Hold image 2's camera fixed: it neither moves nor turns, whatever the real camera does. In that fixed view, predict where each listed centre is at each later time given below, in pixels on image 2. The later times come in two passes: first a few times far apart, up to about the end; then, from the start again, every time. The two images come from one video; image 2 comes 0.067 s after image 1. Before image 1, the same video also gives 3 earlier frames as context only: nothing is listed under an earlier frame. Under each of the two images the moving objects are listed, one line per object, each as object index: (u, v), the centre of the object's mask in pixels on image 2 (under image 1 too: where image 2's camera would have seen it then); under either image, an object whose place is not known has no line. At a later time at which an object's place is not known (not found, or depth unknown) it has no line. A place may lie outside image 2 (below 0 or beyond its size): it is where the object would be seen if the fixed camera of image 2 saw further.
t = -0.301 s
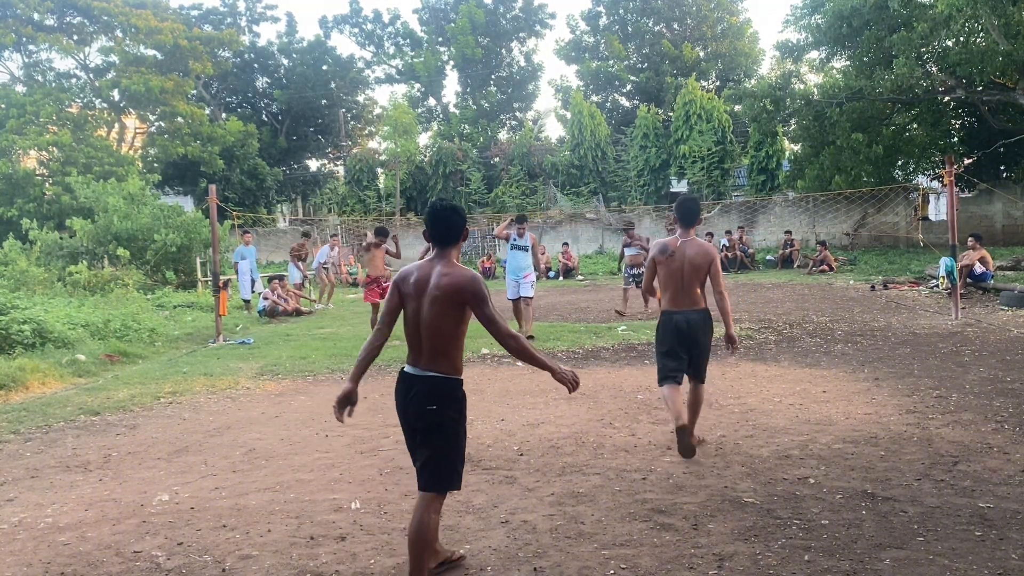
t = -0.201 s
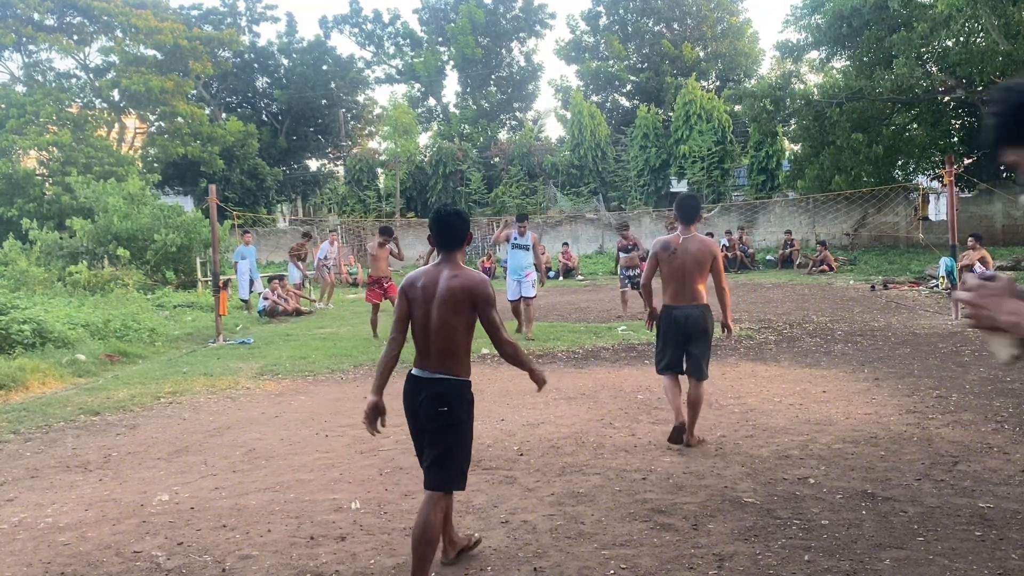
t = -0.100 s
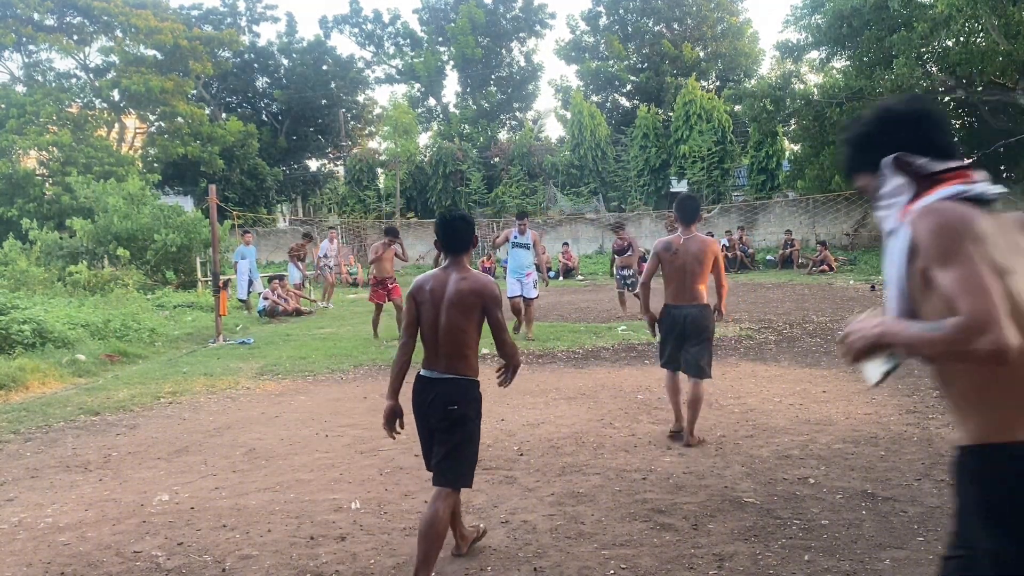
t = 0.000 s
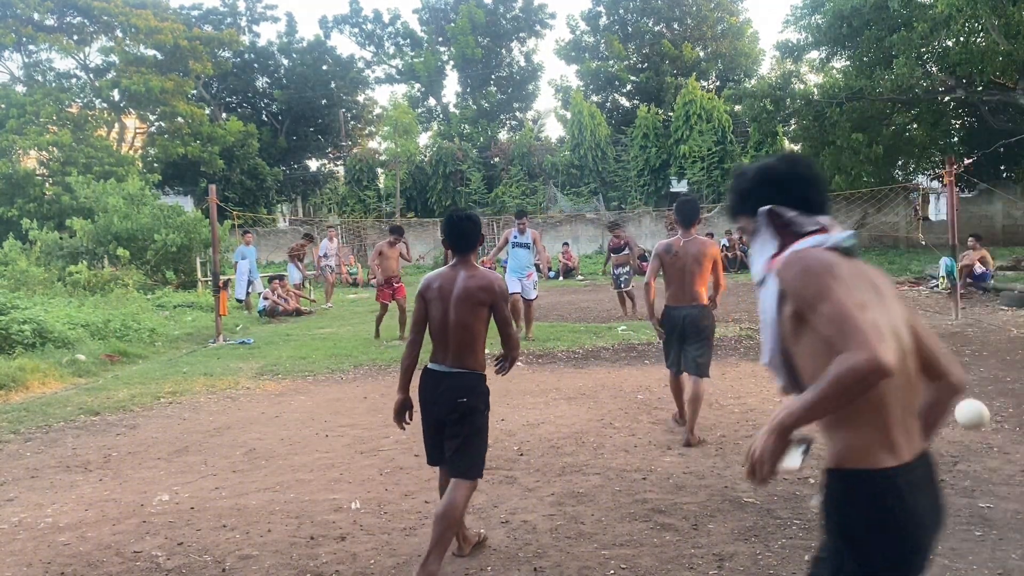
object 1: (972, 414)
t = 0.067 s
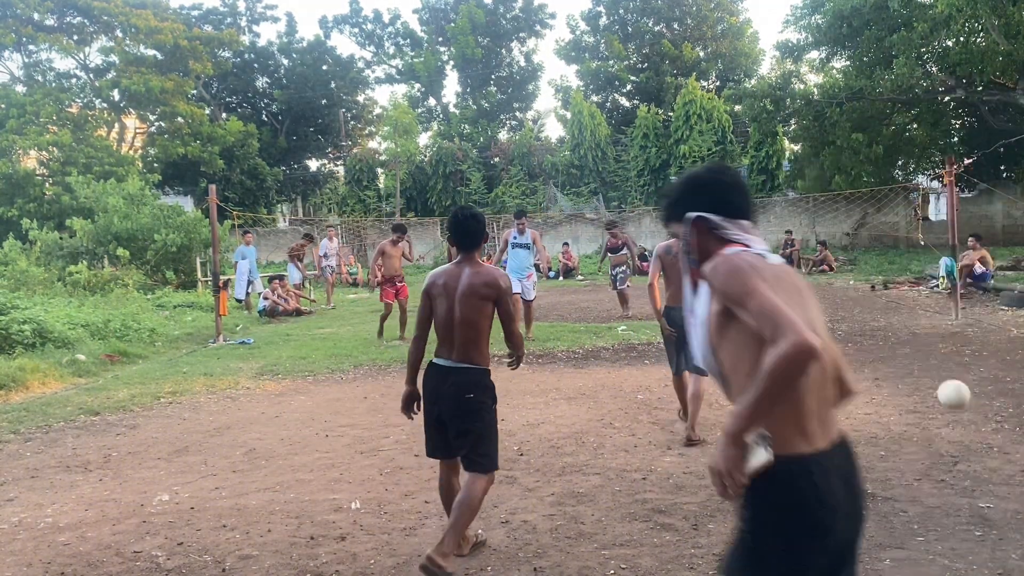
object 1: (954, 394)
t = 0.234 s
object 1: (915, 383)
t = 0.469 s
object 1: (873, 398)
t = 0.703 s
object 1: (837, 350)
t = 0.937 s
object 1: (810, 373)
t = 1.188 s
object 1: (777, 342)
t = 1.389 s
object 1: (755, 347)
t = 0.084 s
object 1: (949, 390)
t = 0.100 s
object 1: (945, 387)
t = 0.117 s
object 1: (941, 385)
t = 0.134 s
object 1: (937, 384)
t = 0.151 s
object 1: (933, 383)
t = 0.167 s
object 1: (929, 382)
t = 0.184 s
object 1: (925, 381)
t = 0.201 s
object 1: (922, 381)
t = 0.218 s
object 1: (918, 382)
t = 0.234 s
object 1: (915, 383)
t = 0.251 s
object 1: (911, 384)
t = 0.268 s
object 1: (908, 386)
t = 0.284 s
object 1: (905, 389)
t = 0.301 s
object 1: (902, 391)
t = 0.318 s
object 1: (899, 394)
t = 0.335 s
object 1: (896, 397)
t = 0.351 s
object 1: (893, 401)
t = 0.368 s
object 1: (890, 405)
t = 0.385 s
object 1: (887, 409)
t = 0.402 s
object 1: (885, 414)
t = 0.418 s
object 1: (882, 419)
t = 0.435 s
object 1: (879, 414)
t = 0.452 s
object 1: (876, 405)
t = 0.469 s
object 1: (873, 398)
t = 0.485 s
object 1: (870, 391)
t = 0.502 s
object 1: (867, 385)
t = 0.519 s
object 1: (864, 381)
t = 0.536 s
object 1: (862, 376)
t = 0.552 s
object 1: (859, 371)
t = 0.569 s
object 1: (856, 367)
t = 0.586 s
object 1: (854, 364)
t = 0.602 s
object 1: (851, 361)
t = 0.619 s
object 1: (849, 358)
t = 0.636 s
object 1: (846, 356)
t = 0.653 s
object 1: (844, 353)
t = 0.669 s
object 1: (842, 352)
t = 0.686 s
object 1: (839, 351)
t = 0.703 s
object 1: (837, 350)
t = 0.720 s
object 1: (835, 350)
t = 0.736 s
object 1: (833, 350)
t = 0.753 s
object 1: (831, 350)
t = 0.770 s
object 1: (829, 351)
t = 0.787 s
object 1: (827, 352)
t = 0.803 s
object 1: (825, 353)
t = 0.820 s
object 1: (823, 354)
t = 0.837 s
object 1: (821, 356)
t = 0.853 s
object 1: (819, 358)
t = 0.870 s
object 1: (817, 361)
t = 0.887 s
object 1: (816, 363)
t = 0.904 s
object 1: (813, 366)
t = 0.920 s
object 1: (812, 370)
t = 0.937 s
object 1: (810, 373)
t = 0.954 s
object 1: (809, 375)
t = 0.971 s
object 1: (806, 369)
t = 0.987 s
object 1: (803, 365)
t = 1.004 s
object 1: (801, 362)
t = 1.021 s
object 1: (798, 358)
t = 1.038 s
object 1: (796, 355)
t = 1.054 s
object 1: (794, 352)
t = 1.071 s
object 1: (792, 350)
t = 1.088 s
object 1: (789, 348)
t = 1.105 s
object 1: (787, 346)
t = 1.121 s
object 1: (785, 345)
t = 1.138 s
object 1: (783, 343)
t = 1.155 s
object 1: (781, 343)
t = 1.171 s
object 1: (779, 342)
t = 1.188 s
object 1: (777, 342)
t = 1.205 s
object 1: (775, 342)
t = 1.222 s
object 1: (773, 342)
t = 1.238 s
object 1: (771, 343)
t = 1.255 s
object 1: (769, 343)
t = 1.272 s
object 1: (767, 344)
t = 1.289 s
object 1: (765, 345)
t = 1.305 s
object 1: (764, 347)
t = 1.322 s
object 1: (762, 349)
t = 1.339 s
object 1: (760, 351)
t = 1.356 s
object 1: (759, 353)
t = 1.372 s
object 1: (757, 351)
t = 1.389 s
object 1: (755, 347)
